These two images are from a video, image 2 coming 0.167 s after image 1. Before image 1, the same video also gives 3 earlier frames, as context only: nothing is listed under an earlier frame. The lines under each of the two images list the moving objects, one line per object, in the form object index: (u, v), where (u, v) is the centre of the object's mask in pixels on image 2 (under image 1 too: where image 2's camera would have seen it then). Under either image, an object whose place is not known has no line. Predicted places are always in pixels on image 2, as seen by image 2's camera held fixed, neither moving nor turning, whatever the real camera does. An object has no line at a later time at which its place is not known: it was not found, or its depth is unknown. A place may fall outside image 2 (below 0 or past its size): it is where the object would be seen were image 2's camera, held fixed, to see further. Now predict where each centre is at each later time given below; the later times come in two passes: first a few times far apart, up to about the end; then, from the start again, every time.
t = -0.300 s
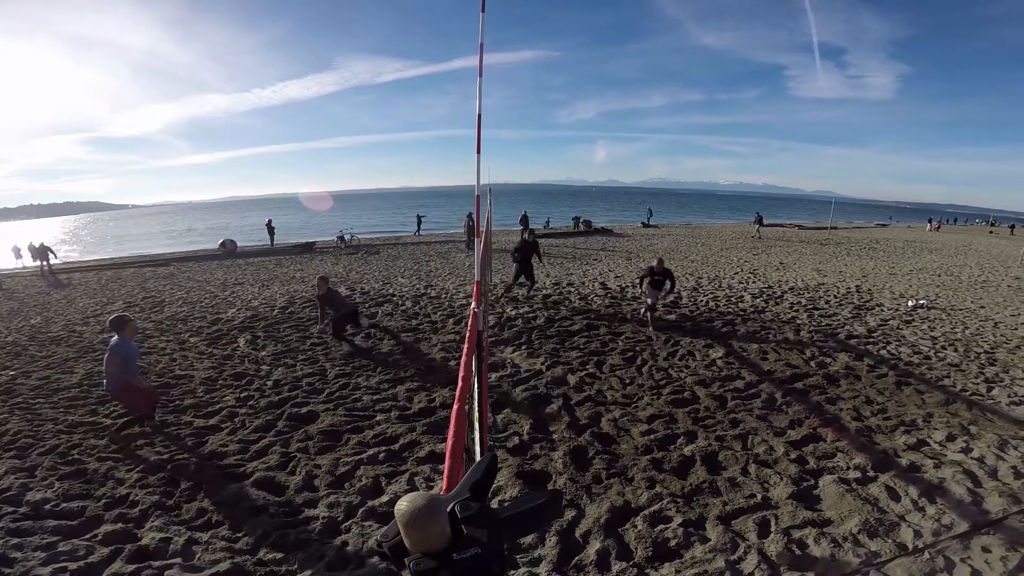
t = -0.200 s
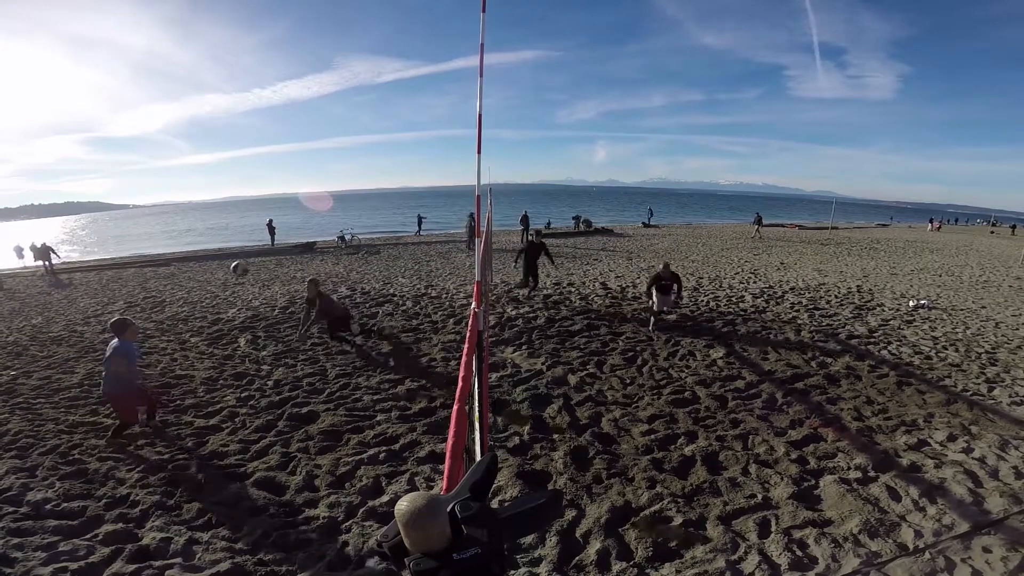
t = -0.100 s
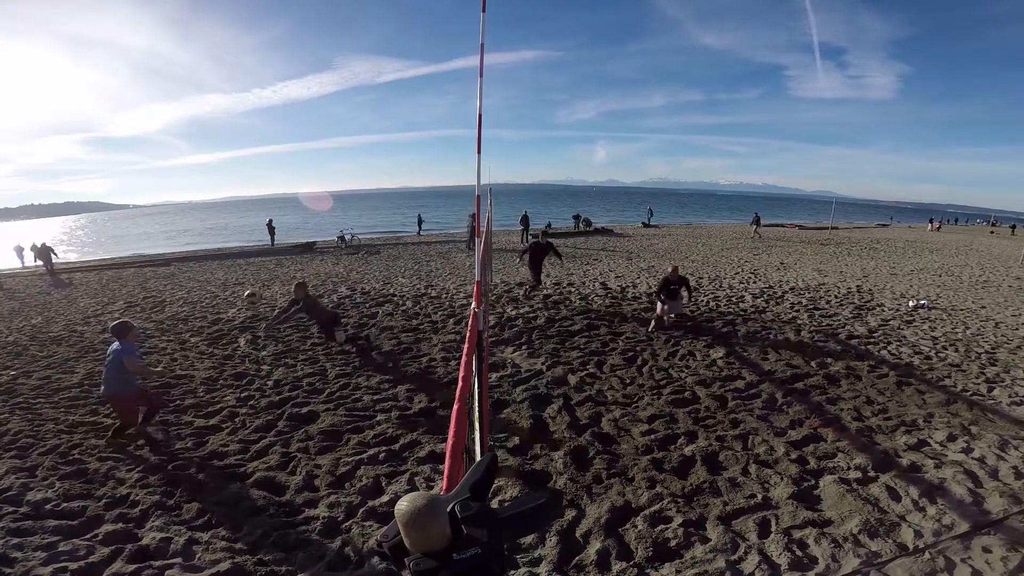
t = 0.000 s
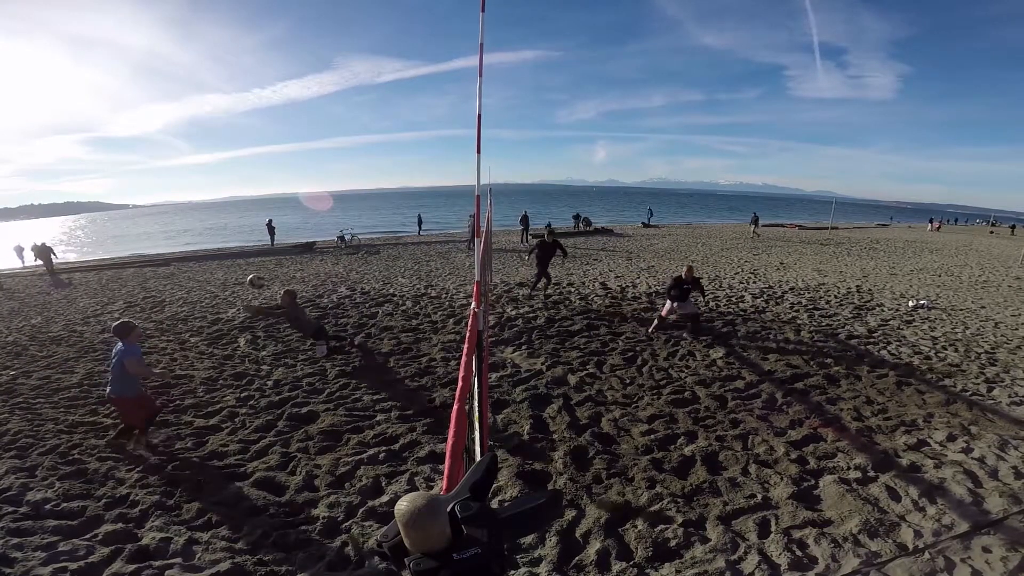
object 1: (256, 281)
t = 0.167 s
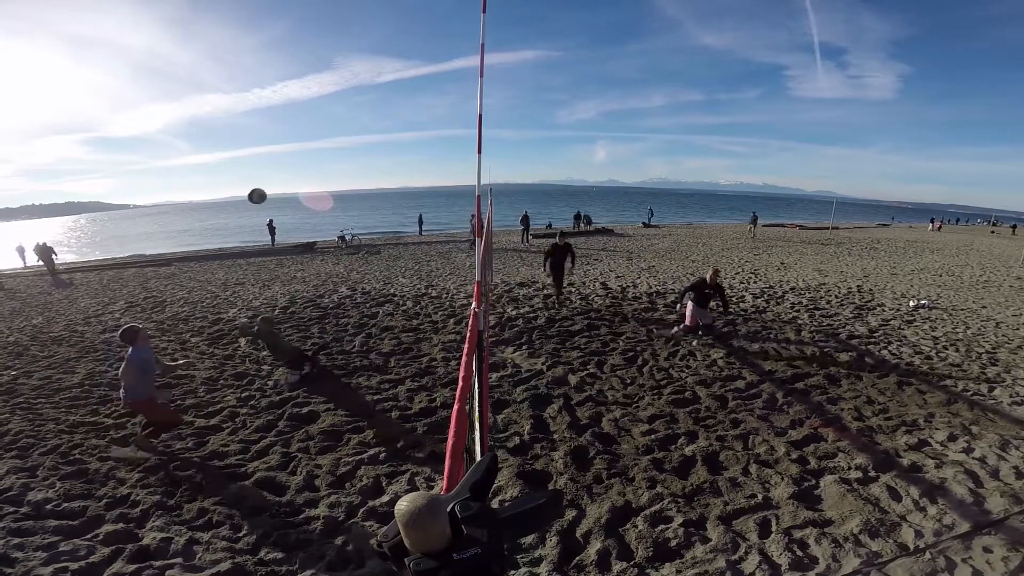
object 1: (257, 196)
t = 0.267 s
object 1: (263, 152)
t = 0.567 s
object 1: (300, 65)
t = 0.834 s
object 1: (339, 41)
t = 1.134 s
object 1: (383, 79)
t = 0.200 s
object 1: (258, 181)
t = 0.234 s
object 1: (261, 166)
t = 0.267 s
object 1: (263, 152)
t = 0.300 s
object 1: (266, 139)
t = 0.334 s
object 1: (270, 127)
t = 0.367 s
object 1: (273, 115)
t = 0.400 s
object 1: (278, 105)
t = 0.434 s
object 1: (282, 95)
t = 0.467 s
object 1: (286, 86)
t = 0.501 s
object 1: (291, 78)
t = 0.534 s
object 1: (295, 71)
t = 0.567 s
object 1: (300, 65)
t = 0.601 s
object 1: (305, 59)
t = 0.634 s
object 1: (310, 54)
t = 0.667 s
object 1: (315, 50)
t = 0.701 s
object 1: (319, 47)
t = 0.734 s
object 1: (324, 44)
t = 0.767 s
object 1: (329, 43)
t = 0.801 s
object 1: (334, 42)
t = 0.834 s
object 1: (339, 41)
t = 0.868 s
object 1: (344, 42)
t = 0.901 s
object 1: (349, 44)
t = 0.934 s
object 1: (354, 46)
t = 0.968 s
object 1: (359, 49)
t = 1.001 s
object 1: (363, 53)
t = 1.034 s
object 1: (368, 58)
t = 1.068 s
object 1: (374, 64)
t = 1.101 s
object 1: (378, 71)
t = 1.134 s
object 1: (383, 79)
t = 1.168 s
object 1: (388, 88)
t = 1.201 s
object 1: (393, 99)
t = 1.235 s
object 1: (398, 110)
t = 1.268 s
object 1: (403, 123)
